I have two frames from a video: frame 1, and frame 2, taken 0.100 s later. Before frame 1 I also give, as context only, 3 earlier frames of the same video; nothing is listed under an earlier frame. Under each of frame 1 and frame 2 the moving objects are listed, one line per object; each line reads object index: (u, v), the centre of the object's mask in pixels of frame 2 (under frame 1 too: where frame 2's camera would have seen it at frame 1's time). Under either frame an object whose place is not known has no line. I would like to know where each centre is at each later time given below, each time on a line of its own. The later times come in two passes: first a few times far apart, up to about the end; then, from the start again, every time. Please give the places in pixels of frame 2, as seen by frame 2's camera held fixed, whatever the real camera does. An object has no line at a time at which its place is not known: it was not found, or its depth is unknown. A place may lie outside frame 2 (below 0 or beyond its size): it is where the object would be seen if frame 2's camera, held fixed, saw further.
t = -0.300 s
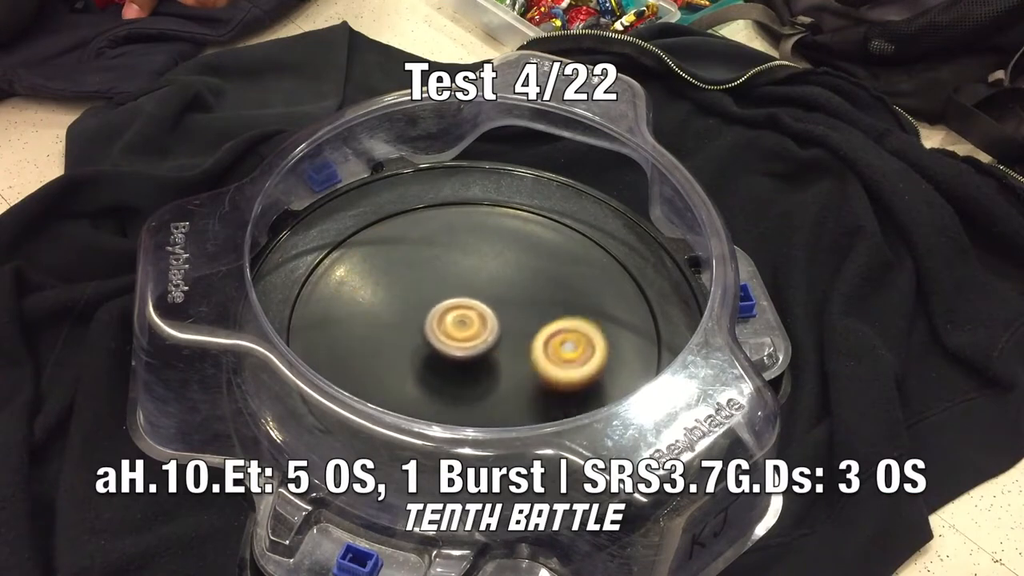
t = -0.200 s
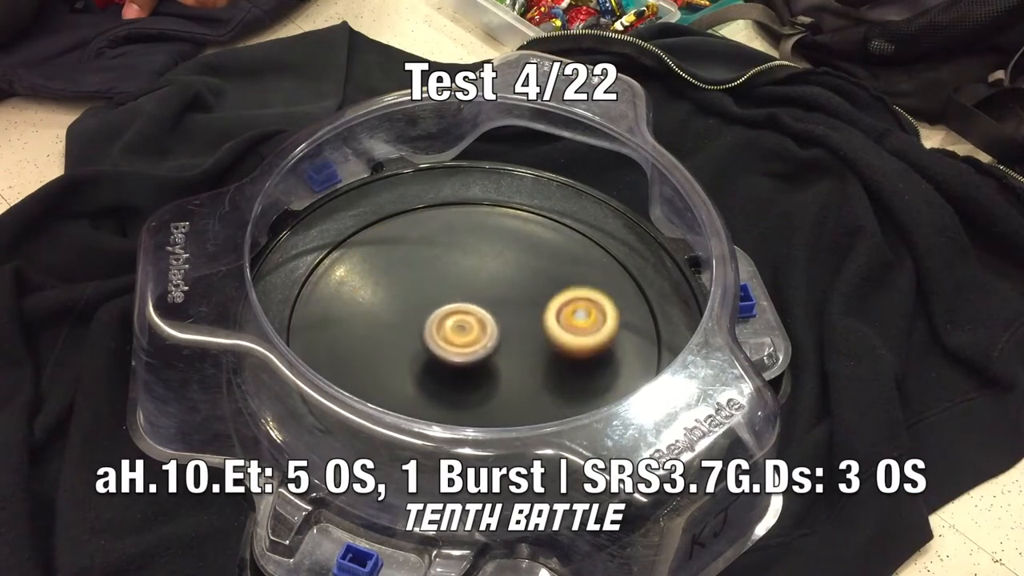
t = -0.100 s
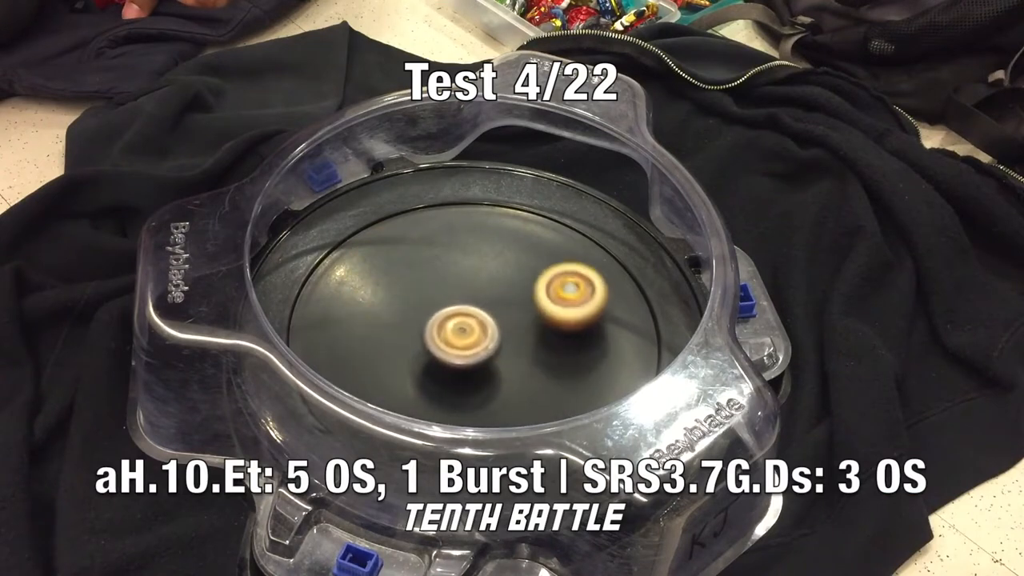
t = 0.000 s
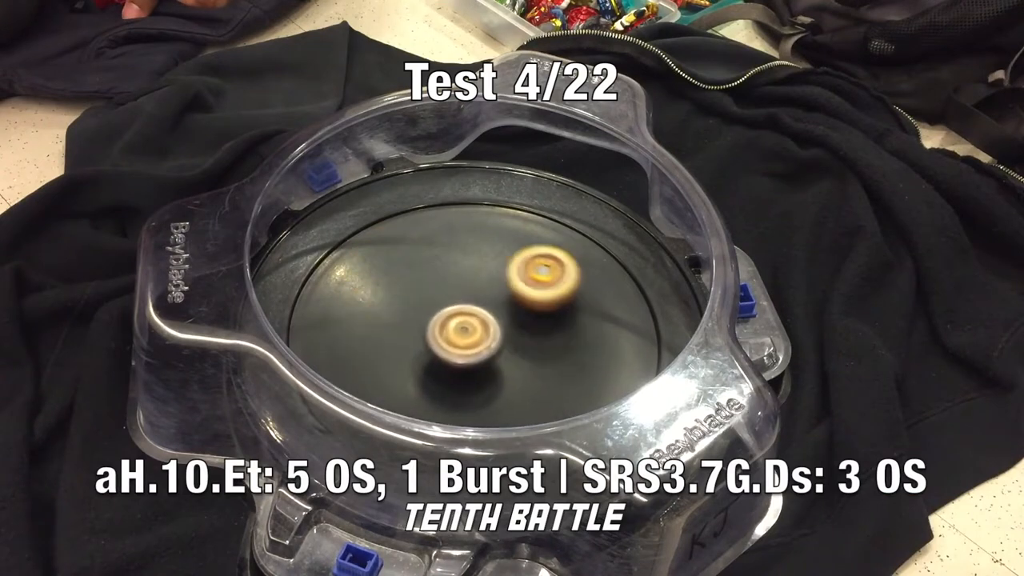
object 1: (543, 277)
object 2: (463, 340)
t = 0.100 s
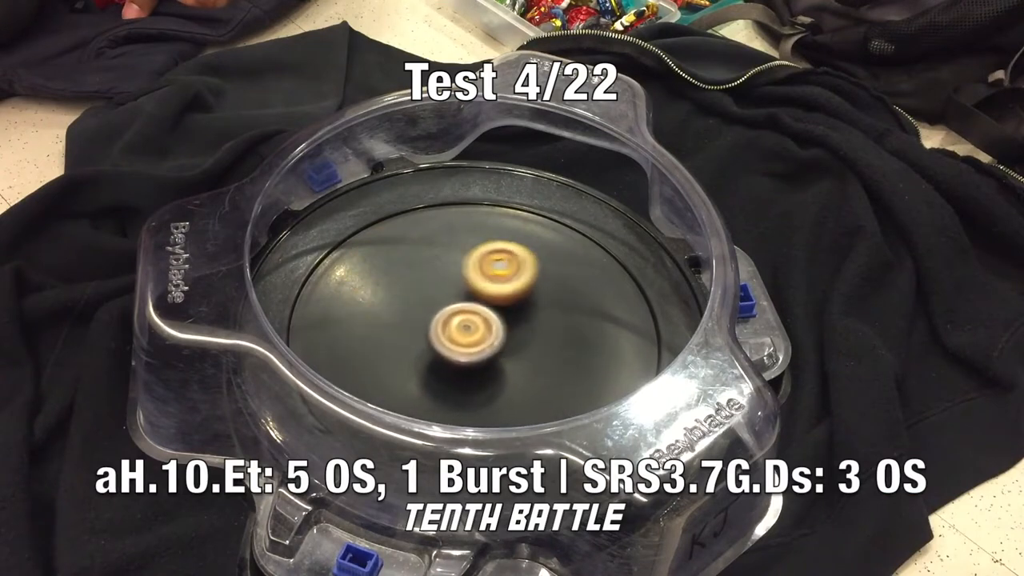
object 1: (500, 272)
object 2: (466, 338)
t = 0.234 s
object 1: (447, 267)
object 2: (457, 352)
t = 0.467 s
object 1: (392, 322)
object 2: (467, 354)
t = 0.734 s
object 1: (400, 340)
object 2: (492, 369)
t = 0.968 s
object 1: (411, 327)
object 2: (523, 353)
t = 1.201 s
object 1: (427, 296)
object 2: (496, 336)
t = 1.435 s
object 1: (402, 270)
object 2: (486, 344)
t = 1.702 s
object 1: (424, 276)
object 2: (480, 358)
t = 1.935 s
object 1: (434, 269)
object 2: (481, 366)
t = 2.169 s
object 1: (472, 268)
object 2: (466, 366)
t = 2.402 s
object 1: (498, 265)
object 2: (464, 361)
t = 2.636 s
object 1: (530, 282)
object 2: (463, 347)
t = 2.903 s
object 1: (551, 289)
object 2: (448, 345)
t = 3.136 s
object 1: (547, 320)
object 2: (430, 335)
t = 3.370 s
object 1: (558, 337)
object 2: (419, 328)
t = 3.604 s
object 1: (514, 359)
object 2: (442, 323)
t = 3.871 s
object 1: (477, 398)
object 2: (458, 301)
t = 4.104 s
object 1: (451, 395)
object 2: (472, 320)
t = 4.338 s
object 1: (413, 371)
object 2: (485, 322)
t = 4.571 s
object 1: (397, 337)
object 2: (485, 325)
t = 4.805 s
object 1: (393, 292)
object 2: (495, 337)
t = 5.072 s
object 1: (420, 268)
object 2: (484, 339)
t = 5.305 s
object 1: (477, 255)
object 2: (467, 358)
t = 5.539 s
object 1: (526, 260)
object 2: (463, 361)
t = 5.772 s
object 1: (550, 300)
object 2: (476, 334)
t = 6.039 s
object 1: (564, 352)
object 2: (458, 320)
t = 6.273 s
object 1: (508, 381)
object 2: (473, 322)
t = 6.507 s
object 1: (437, 373)
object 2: (485, 321)
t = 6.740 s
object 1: (401, 329)
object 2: (489, 329)
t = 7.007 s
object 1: (430, 282)
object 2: (479, 339)
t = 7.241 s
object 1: (489, 281)
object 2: (464, 342)
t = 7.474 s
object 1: (529, 317)
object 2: (454, 339)
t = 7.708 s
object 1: (516, 365)
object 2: (452, 328)
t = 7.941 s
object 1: (459, 381)
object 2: (459, 319)
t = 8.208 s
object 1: (409, 343)
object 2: (483, 314)
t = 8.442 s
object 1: (418, 290)
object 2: (505, 329)
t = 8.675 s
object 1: (480, 277)
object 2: (496, 340)
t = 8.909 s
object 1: (552, 299)
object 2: (466, 357)
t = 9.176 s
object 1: (555, 348)
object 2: (435, 349)
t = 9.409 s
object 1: (460, 387)
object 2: (440, 325)
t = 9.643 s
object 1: (379, 376)
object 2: (463, 301)
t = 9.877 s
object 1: (393, 325)
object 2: (493, 306)
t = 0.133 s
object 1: (486, 271)
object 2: (465, 339)
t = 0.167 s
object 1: (474, 267)
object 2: (461, 343)
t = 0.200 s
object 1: (461, 266)
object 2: (458, 349)
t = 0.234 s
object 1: (447, 267)
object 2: (457, 352)
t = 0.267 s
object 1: (434, 271)
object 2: (456, 354)
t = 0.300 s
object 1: (421, 276)
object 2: (457, 355)
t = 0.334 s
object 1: (411, 283)
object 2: (458, 355)
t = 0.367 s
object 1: (402, 291)
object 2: (460, 355)
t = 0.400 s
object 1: (395, 301)
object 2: (462, 355)
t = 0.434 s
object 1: (392, 312)
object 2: (464, 354)
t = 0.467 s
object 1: (392, 322)
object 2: (467, 354)
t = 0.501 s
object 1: (387, 321)
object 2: (474, 362)
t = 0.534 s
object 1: (386, 320)
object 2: (482, 368)
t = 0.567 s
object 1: (386, 321)
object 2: (487, 374)
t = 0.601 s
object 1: (387, 324)
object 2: (490, 376)
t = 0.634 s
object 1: (388, 328)
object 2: (492, 377)
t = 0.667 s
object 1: (390, 332)
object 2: (493, 376)
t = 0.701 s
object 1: (394, 336)
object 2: (492, 373)
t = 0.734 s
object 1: (400, 340)
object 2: (492, 369)
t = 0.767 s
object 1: (408, 343)
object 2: (491, 366)
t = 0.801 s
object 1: (412, 342)
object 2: (495, 362)
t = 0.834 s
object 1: (410, 339)
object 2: (506, 361)
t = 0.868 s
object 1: (409, 336)
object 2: (514, 360)
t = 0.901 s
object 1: (409, 333)
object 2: (519, 358)
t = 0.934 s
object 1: (410, 330)
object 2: (522, 356)
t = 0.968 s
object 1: (411, 327)
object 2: (523, 353)
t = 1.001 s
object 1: (413, 324)
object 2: (521, 350)
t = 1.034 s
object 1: (416, 320)
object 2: (519, 347)
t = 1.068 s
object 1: (419, 316)
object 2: (515, 345)
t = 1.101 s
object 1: (421, 312)
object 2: (510, 342)
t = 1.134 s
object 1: (424, 307)
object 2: (505, 339)
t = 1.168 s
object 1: (427, 302)
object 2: (500, 337)
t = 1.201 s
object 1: (427, 296)
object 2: (496, 336)
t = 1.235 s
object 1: (422, 287)
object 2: (497, 338)
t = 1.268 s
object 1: (417, 281)
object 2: (497, 340)
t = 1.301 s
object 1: (413, 276)
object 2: (496, 341)
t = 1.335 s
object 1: (409, 273)
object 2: (494, 342)
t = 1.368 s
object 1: (405, 270)
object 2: (491, 343)
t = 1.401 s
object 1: (403, 270)
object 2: (488, 344)
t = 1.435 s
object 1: (402, 270)
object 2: (486, 344)
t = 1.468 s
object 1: (401, 272)
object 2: (482, 344)
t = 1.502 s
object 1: (402, 274)
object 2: (480, 344)
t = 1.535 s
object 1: (404, 277)
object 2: (477, 343)
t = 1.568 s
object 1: (408, 281)
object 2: (474, 343)
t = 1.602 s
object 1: (413, 286)
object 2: (472, 342)
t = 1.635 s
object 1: (419, 289)
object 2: (471, 342)
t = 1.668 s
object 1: (421, 282)
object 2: (475, 349)
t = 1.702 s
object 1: (424, 276)
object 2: (480, 358)
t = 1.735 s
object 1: (427, 273)
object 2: (483, 364)
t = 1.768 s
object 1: (428, 270)
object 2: (485, 368)
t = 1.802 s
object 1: (429, 268)
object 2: (487, 371)
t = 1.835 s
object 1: (430, 267)
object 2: (486, 371)
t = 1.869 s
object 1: (431, 267)
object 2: (485, 371)
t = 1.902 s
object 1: (432, 268)
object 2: (483, 369)
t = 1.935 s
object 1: (434, 269)
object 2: (481, 366)
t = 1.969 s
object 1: (438, 272)
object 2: (479, 362)
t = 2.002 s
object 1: (442, 275)
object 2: (476, 358)
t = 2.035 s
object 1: (447, 280)
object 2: (475, 353)
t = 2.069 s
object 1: (453, 283)
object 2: (473, 349)
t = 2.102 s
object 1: (461, 278)
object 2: (471, 353)
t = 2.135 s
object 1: (467, 272)
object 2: (469, 360)
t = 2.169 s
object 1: (472, 268)
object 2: (466, 366)
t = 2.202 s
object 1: (477, 265)
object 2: (464, 369)
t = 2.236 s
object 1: (481, 263)
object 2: (463, 371)
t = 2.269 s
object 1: (485, 262)
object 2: (462, 371)
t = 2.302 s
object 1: (489, 261)
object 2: (462, 370)
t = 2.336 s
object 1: (492, 262)
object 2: (462, 368)
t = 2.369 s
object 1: (495, 263)
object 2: (463, 365)
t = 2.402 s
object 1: (498, 265)
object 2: (464, 361)
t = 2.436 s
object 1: (501, 267)
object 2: (466, 358)
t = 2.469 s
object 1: (504, 271)
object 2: (467, 354)
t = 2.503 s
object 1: (507, 274)
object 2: (470, 349)
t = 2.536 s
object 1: (510, 279)
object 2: (472, 345)
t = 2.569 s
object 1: (513, 283)
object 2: (473, 342)
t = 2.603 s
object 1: (522, 283)
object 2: (470, 343)
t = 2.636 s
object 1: (530, 282)
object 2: (463, 347)
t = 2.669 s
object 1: (537, 282)
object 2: (458, 349)
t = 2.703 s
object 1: (542, 282)
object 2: (454, 350)
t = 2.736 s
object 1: (547, 282)
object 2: (451, 351)
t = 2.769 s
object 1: (550, 283)
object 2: (449, 350)
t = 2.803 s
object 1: (552, 284)
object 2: (448, 349)
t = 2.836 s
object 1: (553, 286)
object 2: (447, 348)
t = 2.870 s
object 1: (552, 287)
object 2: (447, 347)
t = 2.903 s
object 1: (551, 289)
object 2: (448, 345)
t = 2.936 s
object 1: (550, 292)
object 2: (449, 344)
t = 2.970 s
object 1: (547, 296)
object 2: (450, 343)
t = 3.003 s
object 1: (542, 301)
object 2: (452, 341)
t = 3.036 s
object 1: (537, 306)
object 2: (453, 342)
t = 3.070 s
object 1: (531, 312)
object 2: (455, 341)
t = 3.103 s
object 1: (538, 316)
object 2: (444, 338)
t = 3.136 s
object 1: (547, 320)
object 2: (430, 335)
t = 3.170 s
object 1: (552, 322)
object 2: (420, 334)
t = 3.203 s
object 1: (556, 325)
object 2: (415, 332)
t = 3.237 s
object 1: (559, 328)
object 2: (414, 331)
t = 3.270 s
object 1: (560, 330)
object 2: (414, 330)
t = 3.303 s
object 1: (560, 332)
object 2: (415, 330)
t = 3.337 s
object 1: (560, 334)
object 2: (417, 329)
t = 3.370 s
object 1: (558, 337)
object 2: (419, 328)
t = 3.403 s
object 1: (555, 340)
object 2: (421, 327)
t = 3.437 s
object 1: (550, 343)
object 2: (424, 327)
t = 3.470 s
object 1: (545, 346)
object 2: (428, 326)
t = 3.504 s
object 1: (538, 350)
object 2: (431, 325)
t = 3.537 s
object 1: (531, 353)
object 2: (435, 324)
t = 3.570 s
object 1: (523, 356)
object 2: (438, 324)
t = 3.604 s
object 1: (514, 359)
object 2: (442, 323)
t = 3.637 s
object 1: (506, 362)
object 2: (445, 321)
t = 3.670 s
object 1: (500, 371)
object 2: (446, 316)
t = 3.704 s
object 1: (497, 379)
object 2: (447, 310)
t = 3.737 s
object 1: (492, 384)
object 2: (449, 306)
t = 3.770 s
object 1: (488, 390)
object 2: (451, 303)
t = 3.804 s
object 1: (484, 393)
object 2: (453, 301)
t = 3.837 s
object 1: (481, 396)
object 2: (455, 301)
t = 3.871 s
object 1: (477, 398)
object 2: (458, 301)
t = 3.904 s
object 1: (473, 399)
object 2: (461, 303)
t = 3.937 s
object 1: (469, 400)
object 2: (463, 305)
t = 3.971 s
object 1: (465, 400)
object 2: (466, 307)
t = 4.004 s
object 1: (461, 400)
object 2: (468, 311)
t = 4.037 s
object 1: (458, 399)
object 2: (470, 314)
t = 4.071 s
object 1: (454, 397)
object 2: (471, 317)
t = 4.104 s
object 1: (451, 395)
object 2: (472, 320)
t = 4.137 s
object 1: (447, 393)
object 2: (472, 322)
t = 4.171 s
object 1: (444, 389)
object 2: (472, 325)
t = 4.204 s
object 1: (441, 384)
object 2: (472, 326)
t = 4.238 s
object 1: (436, 378)
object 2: (473, 326)
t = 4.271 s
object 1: (426, 376)
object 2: (477, 324)
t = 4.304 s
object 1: (418, 374)
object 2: (482, 323)
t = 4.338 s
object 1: (413, 371)
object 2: (485, 322)
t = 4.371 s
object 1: (408, 367)
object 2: (486, 324)
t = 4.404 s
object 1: (404, 363)
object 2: (488, 324)
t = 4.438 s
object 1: (401, 358)
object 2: (488, 324)
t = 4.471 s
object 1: (399, 353)
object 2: (488, 324)
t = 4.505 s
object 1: (397, 348)
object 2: (487, 324)
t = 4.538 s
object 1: (397, 342)
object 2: (486, 325)
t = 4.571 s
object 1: (397, 337)
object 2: (485, 325)
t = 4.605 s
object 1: (398, 331)
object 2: (483, 326)
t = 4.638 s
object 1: (400, 325)
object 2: (481, 327)
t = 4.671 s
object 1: (397, 318)
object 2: (483, 329)
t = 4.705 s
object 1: (393, 310)
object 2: (488, 332)
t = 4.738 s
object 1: (392, 304)
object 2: (491, 334)
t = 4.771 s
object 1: (392, 298)
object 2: (494, 336)
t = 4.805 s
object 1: (393, 292)
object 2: (495, 337)
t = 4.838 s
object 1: (393, 288)
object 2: (496, 338)
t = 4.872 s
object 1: (395, 283)
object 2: (495, 339)
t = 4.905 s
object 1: (398, 279)
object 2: (495, 340)
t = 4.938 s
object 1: (401, 276)
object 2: (493, 340)
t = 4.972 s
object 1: (405, 273)
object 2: (491, 340)
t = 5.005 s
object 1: (410, 270)
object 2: (489, 340)
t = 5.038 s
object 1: (414, 269)
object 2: (487, 340)
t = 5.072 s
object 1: (420, 268)
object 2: (484, 339)
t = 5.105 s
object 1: (427, 268)
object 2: (481, 339)
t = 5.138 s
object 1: (434, 268)
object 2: (479, 337)
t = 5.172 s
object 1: (441, 269)
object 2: (477, 336)
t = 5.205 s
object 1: (448, 271)
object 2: (474, 336)
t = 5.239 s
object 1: (457, 270)
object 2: (472, 339)
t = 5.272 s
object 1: (468, 260)
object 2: (469, 349)
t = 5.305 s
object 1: (477, 255)
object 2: (467, 358)
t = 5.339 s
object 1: (485, 252)
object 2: (465, 365)
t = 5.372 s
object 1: (493, 251)
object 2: (463, 369)
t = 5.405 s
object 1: (500, 251)
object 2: (461, 370)
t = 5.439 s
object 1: (507, 252)
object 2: (461, 370)
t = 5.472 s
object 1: (513, 254)
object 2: (461, 368)
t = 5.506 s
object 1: (519, 256)
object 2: (461, 365)
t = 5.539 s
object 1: (526, 260)
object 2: (463, 361)
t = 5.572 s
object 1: (532, 264)
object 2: (464, 357)
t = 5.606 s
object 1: (536, 269)
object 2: (466, 353)
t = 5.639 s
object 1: (541, 274)
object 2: (468, 349)
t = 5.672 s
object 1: (544, 280)
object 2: (470, 344)
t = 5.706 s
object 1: (548, 286)
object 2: (472, 340)
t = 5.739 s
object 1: (550, 292)
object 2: (474, 337)
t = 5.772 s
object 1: (550, 300)
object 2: (476, 334)
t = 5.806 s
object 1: (553, 307)
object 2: (475, 331)
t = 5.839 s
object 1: (561, 313)
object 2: (466, 329)
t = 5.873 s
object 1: (567, 320)
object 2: (460, 324)
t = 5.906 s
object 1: (569, 326)
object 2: (457, 324)
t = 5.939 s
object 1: (570, 333)
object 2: (456, 322)
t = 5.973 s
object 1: (569, 339)
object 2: (456, 321)
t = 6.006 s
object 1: (568, 346)
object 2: (457, 320)
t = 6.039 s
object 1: (564, 352)
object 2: (458, 320)
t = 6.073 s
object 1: (559, 358)
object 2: (460, 319)
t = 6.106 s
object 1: (553, 364)
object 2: (462, 319)
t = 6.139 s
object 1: (546, 368)
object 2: (464, 320)
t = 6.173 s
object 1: (537, 373)
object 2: (466, 320)
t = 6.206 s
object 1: (528, 377)
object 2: (469, 321)
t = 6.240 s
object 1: (517, 379)
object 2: (471, 321)
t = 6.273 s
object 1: (508, 381)
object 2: (473, 322)
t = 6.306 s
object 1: (497, 381)
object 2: (476, 321)
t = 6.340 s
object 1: (487, 383)
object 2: (478, 321)
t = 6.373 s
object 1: (475, 383)
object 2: (480, 320)
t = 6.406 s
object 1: (465, 382)
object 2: (482, 319)
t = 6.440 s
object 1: (455, 380)
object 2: (483, 320)
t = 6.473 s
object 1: (447, 377)
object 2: (484, 320)
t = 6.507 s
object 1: (437, 373)
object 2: (485, 321)
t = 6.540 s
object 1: (431, 369)
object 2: (485, 322)
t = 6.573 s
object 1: (423, 362)
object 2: (485, 323)
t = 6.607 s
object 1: (418, 357)
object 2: (485, 324)
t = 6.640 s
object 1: (412, 350)
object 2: (485, 326)
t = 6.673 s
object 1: (406, 343)
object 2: (487, 327)
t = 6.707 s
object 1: (402, 336)
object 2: (489, 328)
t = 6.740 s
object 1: (401, 329)
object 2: (489, 329)
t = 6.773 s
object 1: (400, 323)
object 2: (489, 330)
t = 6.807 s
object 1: (402, 315)
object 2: (489, 331)
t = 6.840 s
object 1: (404, 308)
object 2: (488, 333)
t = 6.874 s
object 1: (407, 302)
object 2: (487, 335)
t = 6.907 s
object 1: (412, 296)
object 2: (485, 336)
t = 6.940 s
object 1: (418, 291)
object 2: (483, 337)
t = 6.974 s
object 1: (424, 285)
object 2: (481, 338)
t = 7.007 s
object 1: (430, 282)
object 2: (479, 339)
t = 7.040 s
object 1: (437, 279)
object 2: (477, 340)
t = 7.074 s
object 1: (446, 276)
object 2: (475, 341)
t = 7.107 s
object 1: (454, 276)
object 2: (472, 342)
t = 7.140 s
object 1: (463, 275)
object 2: (470, 342)
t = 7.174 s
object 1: (472, 277)
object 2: (467, 343)
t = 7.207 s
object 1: (480, 278)
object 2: (465, 343)
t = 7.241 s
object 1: (489, 281)
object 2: (464, 342)
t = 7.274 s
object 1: (496, 285)
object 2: (462, 342)
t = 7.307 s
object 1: (505, 289)
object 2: (460, 342)
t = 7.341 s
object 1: (510, 294)
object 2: (458, 342)
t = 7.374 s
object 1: (517, 299)
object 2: (457, 341)
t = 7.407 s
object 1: (522, 305)
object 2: (456, 341)
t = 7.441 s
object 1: (526, 311)
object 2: (455, 340)
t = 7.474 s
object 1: (529, 317)
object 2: (454, 339)
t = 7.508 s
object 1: (531, 325)
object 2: (453, 338)
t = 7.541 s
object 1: (533, 332)
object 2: (451, 337)
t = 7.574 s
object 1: (533, 339)
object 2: (450, 335)
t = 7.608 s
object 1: (530, 346)
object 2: (449, 333)
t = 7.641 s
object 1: (528, 353)
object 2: (450, 331)
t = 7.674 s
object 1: (522, 359)
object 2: (450, 330)
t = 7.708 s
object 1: (516, 365)
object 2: (452, 328)
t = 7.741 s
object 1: (510, 371)
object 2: (452, 326)
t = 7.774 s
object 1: (503, 376)
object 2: (453, 323)
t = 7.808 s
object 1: (496, 379)
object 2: (453, 322)
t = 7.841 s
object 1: (486, 381)
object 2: (455, 320)
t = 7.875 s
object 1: (477, 382)
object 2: (455, 321)
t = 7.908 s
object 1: (468, 383)
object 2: (457, 320)
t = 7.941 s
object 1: (459, 381)
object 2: (459, 319)
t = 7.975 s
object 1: (450, 379)
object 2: (461, 316)
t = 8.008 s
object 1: (442, 376)
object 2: (462, 316)
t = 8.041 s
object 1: (433, 372)
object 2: (466, 316)
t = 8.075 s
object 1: (425, 368)
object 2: (471, 314)
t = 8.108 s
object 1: (418, 363)
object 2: (474, 314)
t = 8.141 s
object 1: (413, 356)
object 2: (478, 315)
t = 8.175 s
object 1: (411, 349)
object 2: (481, 315)
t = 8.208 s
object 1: (409, 343)
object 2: (483, 314)
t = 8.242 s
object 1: (409, 335)
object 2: (484, 318)
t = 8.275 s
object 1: (410, 328)
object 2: (486, 319)
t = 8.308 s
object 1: (407, 320)
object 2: (492, 321)
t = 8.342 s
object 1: (405, 310)
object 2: (498, 324)
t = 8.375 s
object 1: (407, 302)
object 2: (501, 326)
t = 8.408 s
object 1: (412, 296)
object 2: (503, 327)
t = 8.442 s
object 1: (418, 290)
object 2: (505, 329)
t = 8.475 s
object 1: (425, 286)
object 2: (506, 331)
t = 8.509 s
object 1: (433, 281)
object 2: (506, 332)
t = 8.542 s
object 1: (442, 278)
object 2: (504, 334)
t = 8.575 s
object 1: (451, 276)
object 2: (504, 335)
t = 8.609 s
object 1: (460, 275)
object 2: (502, 336)
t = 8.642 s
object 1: (470, 276)
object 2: (499, 338)
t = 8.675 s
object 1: (480, 277)
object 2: (496, 340)
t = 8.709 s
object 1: (489, 279)
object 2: (494, 341)
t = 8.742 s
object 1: (501, 280)
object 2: (490, 343)
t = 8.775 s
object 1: (513, 283)
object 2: (485, 348)
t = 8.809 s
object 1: (525, 286)
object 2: (481, 351)
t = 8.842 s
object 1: (535, 290)
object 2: (476, 354)
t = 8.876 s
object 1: (544, 295)
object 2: (471, 356)
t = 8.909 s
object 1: (552, 299)
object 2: (466, 357)
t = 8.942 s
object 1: (558, 305)
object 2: (461, 358)
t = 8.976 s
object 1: (562, 310)
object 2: (456, 358)
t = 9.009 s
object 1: (565, 316)
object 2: (451, 357)
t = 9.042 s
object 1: (566, 321)
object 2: (447, 356)
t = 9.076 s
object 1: (566, 329)
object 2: (443, 356)
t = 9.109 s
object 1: (565, 335)
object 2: (439, 353)
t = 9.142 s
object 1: (560, 341)
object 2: (437, 351)
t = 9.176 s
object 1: (555, 348)
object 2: (435, 349)
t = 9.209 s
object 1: (546, 354)
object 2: (434, 346)
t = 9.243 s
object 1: (536, 361)
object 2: (434, 343)
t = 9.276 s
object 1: (524, 368)
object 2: (434, 340)
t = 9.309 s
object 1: (509, 374)
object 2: (435, 337)
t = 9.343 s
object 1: (493, 379)
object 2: (436, 333)
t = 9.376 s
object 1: (476, 383)
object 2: (438, 329)
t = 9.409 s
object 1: (460, 387)
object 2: (440, 325)
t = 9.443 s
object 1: (445, 390)
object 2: (443, 320)
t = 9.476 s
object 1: (429, 391)
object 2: (445, 317)
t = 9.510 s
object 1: (417, 390)
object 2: (448, 313)
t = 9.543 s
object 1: (405, 388)
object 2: (452, 309)
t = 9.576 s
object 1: (395, 385)
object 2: (455, 307)
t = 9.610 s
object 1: (385, 381)
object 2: (459, 305)
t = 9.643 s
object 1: (379, 376)
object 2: (463, 301)
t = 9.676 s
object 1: (374, 370)
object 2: (468, 300)
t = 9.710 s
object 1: (371, 364)
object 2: (472, 300)
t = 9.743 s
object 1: (371, 356)
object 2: (477, 300)
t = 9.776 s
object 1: (373, 348)
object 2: (482, 300)
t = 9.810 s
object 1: (377, 340)
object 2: (486, 301)
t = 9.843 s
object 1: (384, 333)
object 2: (490, 303)
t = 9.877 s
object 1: (393, 325)
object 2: (493, 306)
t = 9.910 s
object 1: (403, 315)
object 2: (497, 307)
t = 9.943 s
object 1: (414, 305)
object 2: (500, 312)
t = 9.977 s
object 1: (426, 293)
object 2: (502, 314)
